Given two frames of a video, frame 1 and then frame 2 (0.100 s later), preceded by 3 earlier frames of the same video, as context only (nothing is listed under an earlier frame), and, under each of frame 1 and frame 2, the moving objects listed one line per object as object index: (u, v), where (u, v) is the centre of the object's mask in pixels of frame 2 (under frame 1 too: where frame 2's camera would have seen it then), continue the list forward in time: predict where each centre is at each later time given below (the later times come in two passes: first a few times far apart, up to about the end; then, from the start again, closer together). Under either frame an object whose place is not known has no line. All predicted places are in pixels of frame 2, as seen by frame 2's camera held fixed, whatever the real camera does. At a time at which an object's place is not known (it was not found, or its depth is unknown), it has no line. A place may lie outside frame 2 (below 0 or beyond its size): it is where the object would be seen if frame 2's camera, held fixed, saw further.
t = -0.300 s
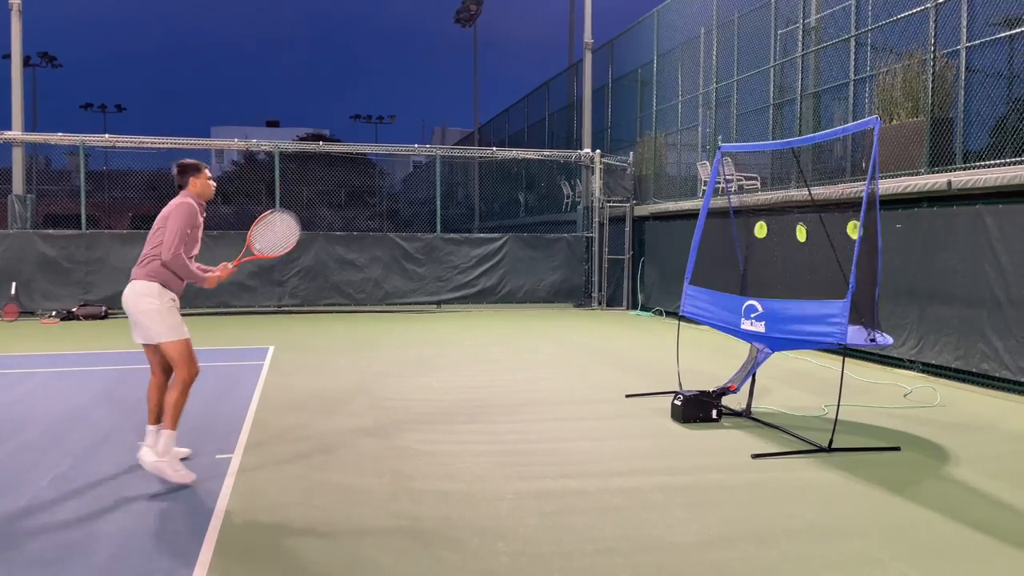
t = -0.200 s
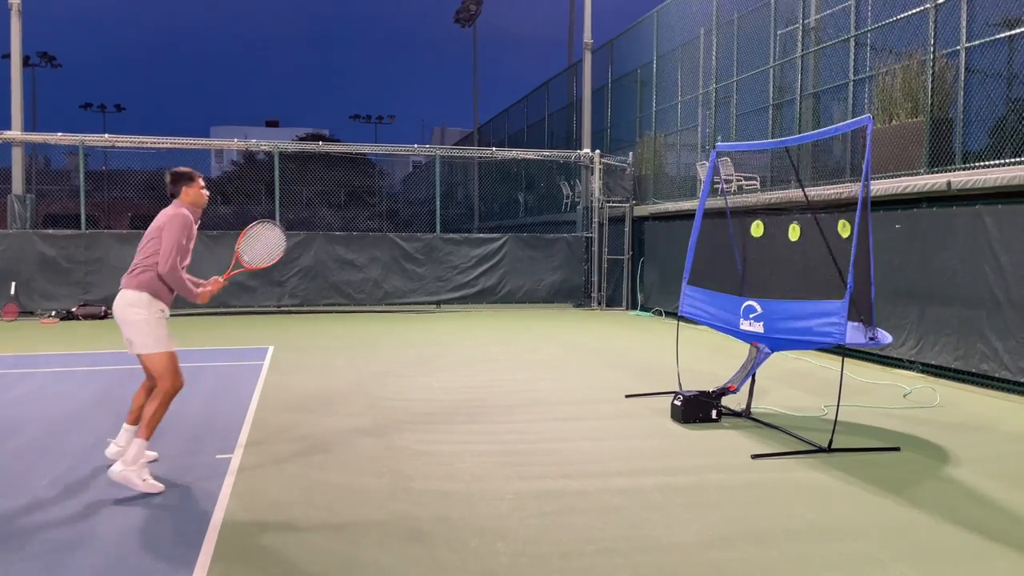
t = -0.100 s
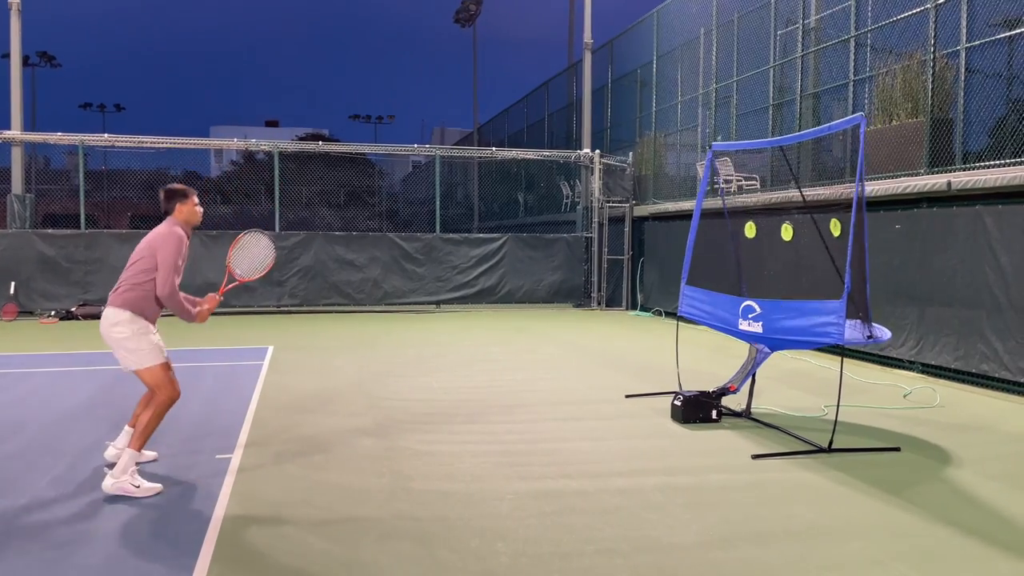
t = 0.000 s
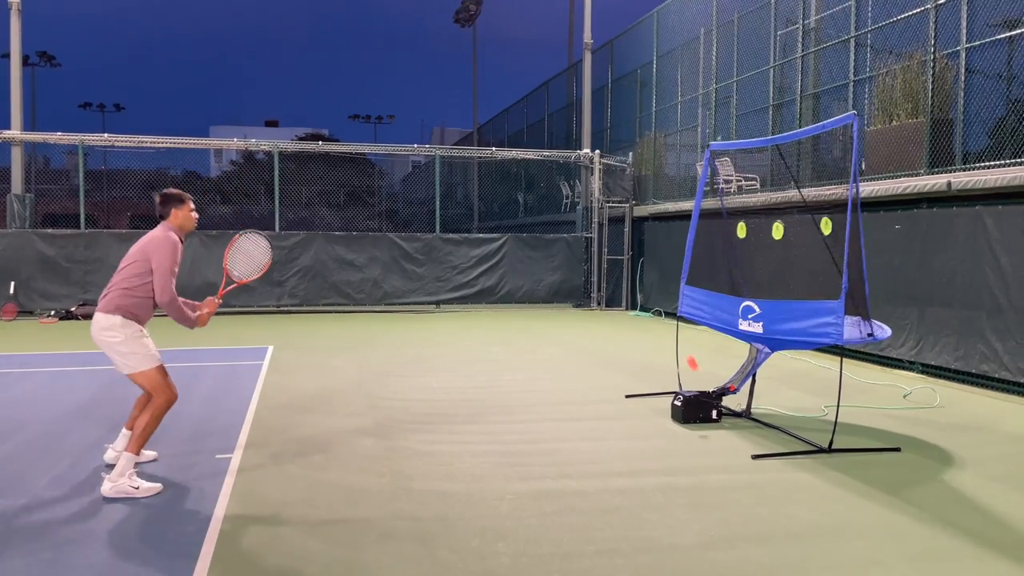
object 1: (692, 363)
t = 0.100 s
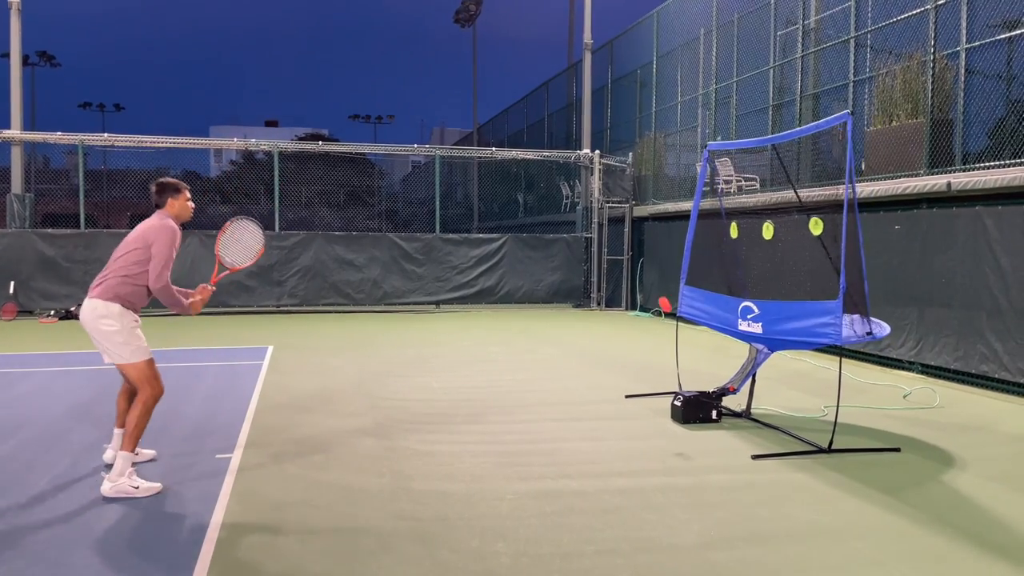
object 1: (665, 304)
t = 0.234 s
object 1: (628, 246)
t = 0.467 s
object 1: (561, 200)
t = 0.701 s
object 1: (492, 227)
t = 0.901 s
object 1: (432, 310)
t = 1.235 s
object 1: (345, 363)
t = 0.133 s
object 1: (655, 288)
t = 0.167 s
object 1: (646, 273)
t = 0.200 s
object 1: (637, 259)
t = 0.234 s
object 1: (628, 246)
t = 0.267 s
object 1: (618, 235)
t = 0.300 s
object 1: (609, 226)
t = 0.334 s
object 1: (599, 217)
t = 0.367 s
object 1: (590, 210)
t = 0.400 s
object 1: (580, 205)
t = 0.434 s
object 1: (570, 202)
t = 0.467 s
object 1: (561, 200)
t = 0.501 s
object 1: (551, 199)
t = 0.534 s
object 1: (541, 200)
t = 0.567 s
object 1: (531, 202)
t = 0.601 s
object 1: (522, 206)
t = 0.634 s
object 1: (512, 211)
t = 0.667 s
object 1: (502, 218)
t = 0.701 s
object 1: (492, 227)
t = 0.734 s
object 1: (481, 237)
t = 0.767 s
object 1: (472, 249)
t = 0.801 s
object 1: (462, 262)
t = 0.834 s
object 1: (452, 277)
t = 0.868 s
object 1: (441, 293)
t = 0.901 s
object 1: (432, 310)
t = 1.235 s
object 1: (345, 363)
